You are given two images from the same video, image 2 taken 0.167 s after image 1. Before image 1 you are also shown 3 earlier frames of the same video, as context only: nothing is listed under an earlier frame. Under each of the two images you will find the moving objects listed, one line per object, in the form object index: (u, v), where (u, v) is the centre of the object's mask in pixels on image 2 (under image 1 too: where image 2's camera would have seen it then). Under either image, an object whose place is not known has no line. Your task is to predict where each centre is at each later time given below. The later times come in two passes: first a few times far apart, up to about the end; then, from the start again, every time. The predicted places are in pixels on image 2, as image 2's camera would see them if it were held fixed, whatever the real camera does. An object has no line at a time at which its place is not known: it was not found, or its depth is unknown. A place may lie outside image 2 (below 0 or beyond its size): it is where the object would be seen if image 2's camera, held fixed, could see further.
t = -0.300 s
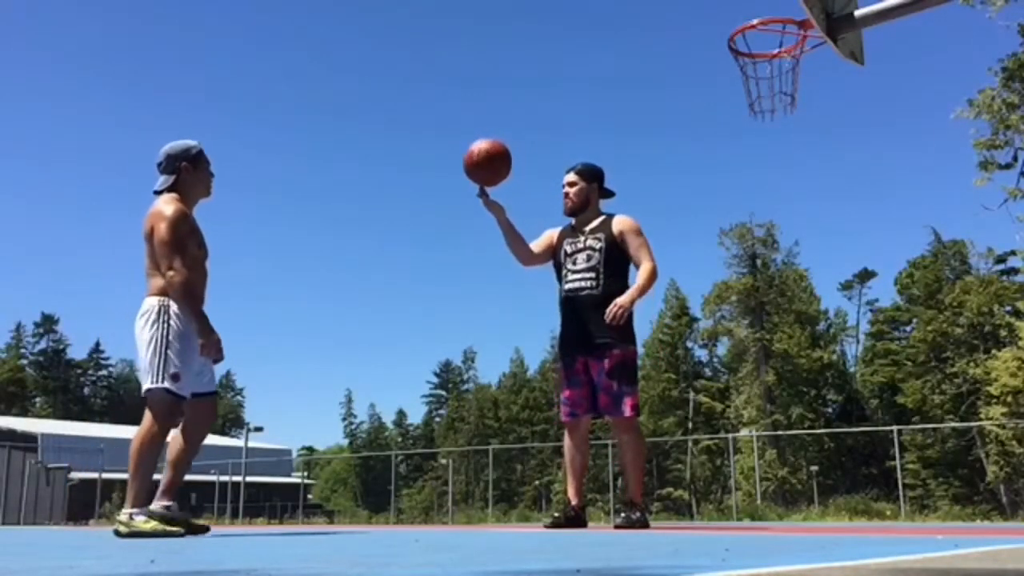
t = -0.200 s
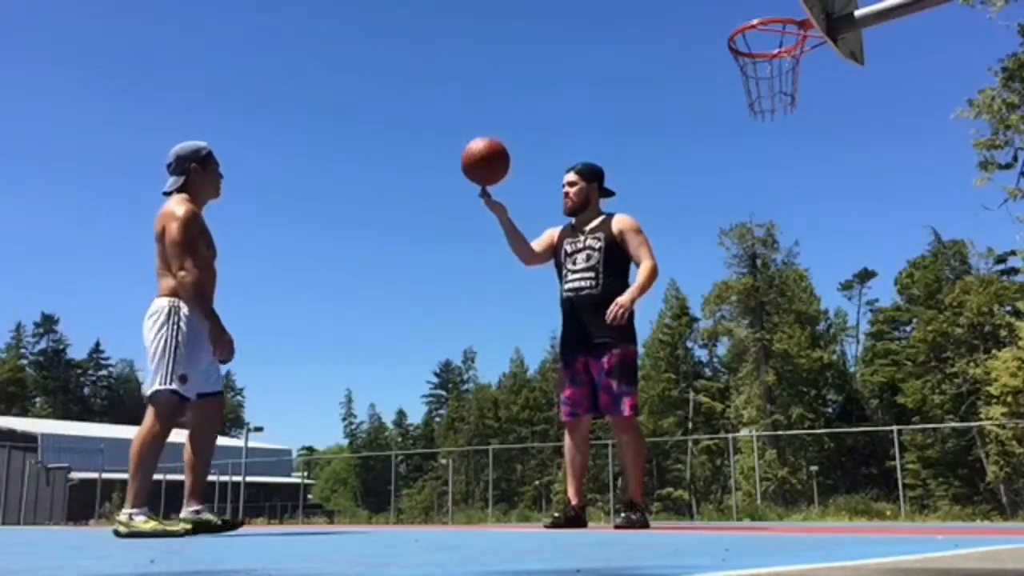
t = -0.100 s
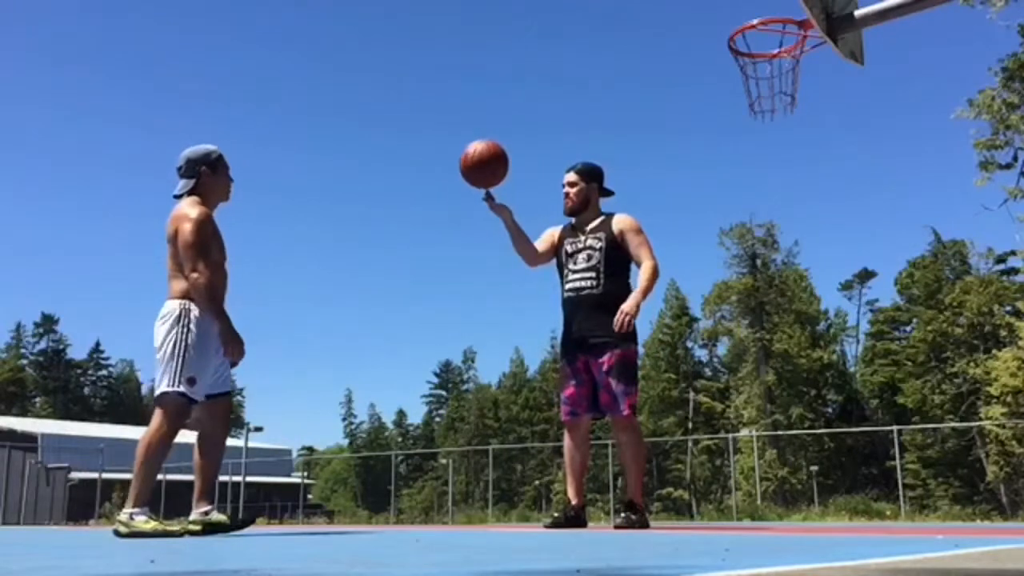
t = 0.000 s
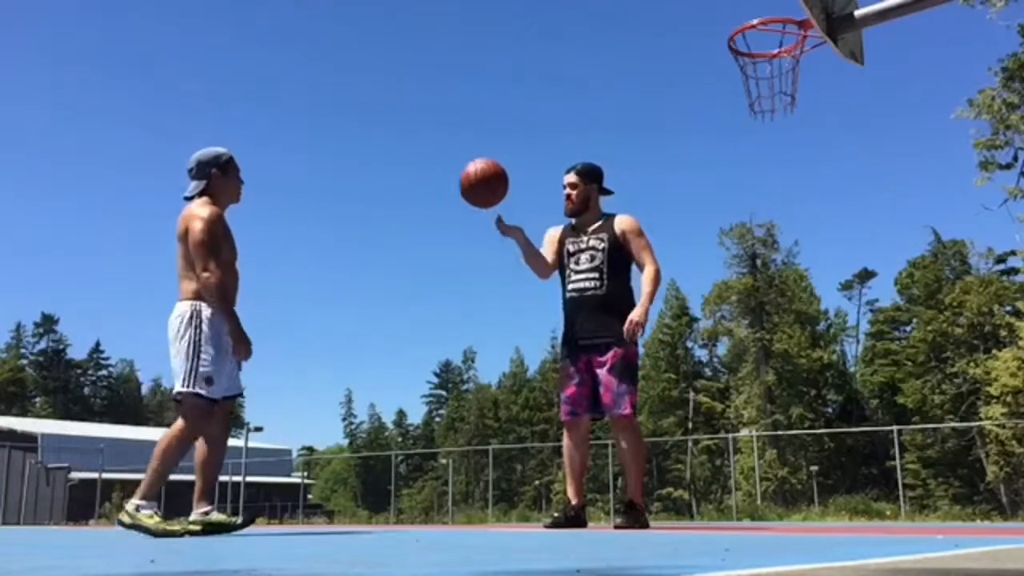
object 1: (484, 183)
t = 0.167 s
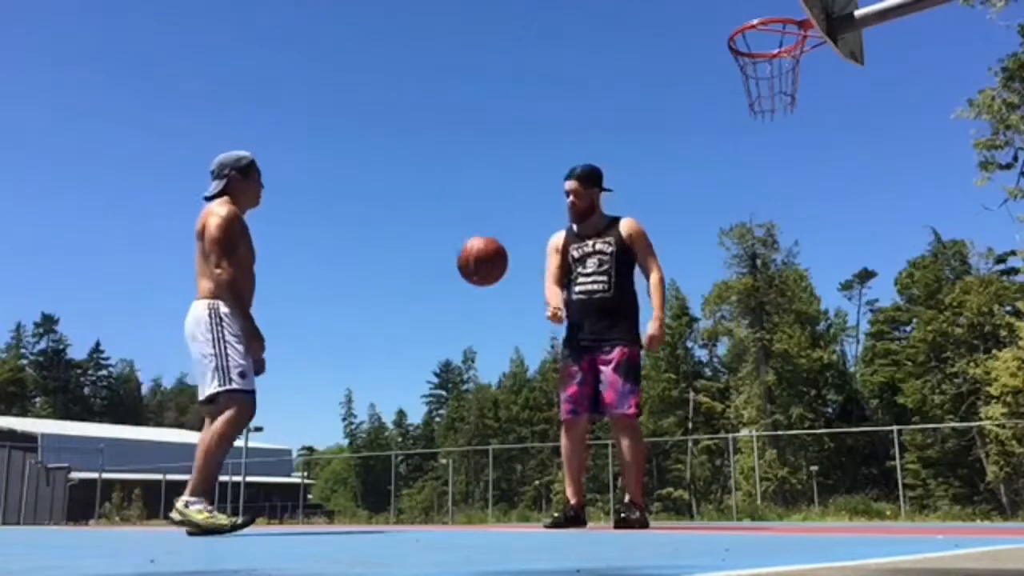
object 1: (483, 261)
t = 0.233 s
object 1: (482, 309)
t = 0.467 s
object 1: (484, 463)
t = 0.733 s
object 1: (499, 284)
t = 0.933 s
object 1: (511, 251)
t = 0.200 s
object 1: (482, 284)
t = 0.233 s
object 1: (482, 309)
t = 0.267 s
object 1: (482, 337)
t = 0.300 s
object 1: (484, 367)
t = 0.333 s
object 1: (483, 401)
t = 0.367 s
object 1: (483, 436)
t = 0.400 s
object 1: (482, 476)
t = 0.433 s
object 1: (482, 498)
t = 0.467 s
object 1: (484, 463)
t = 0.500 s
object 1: (486, 432)
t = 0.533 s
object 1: (487, 405)
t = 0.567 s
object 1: (490, 377)
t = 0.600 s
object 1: (491, 354)
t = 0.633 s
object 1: (494, 333)
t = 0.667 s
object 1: (495, 314)
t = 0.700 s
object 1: (497, 298)
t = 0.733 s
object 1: (499, 284)
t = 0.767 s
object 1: (501, 273)
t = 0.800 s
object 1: (503, 264)
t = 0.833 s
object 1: (506, 257)
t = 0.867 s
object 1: (508, 253)
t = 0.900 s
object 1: (509, 251)
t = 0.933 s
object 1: (511, 251)
